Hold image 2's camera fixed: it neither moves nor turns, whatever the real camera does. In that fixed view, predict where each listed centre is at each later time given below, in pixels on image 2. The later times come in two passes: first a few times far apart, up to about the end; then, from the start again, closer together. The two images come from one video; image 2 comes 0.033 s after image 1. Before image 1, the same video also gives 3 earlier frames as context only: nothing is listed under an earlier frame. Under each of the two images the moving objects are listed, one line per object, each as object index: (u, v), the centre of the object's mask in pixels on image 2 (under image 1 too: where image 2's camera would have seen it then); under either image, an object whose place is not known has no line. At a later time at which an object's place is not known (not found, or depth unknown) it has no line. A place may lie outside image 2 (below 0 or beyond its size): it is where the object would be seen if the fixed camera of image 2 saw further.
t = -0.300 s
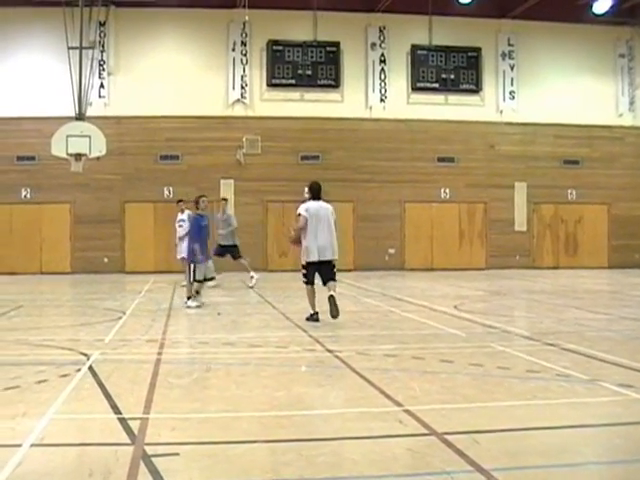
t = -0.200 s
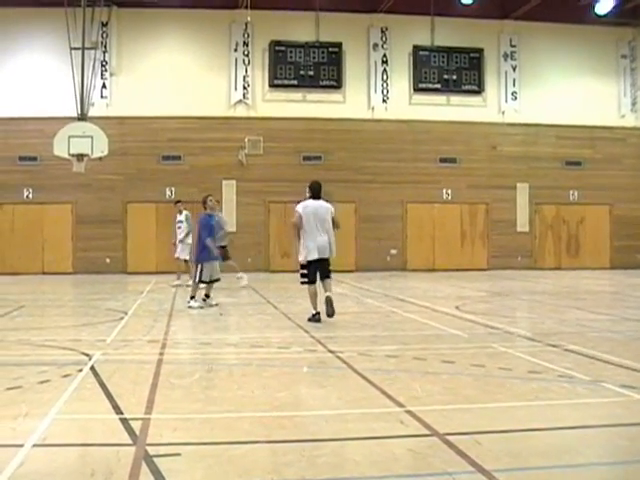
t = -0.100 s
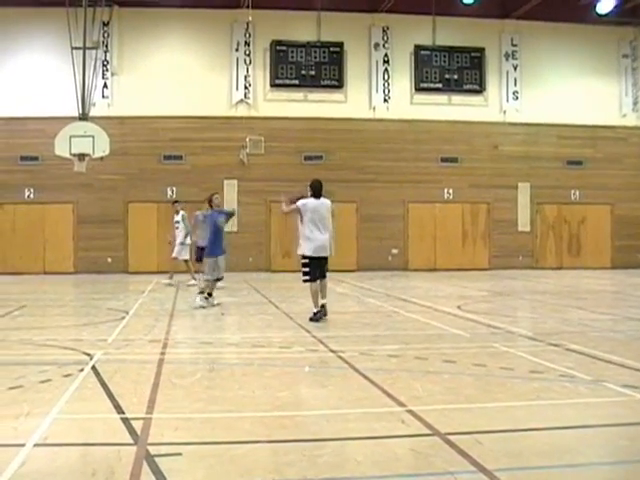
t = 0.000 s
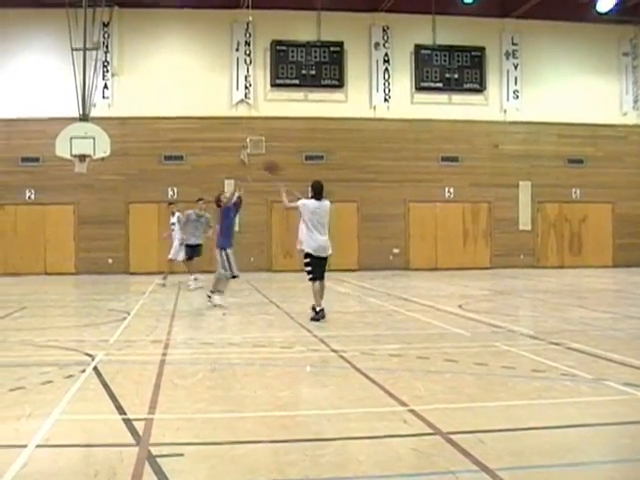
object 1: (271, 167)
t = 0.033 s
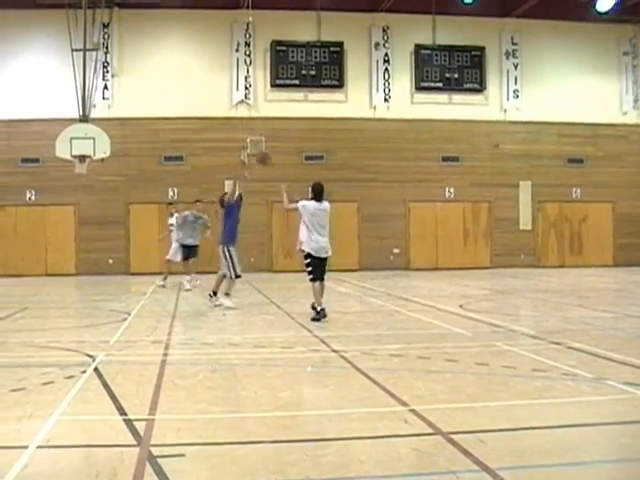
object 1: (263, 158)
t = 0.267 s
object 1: (210, 120)
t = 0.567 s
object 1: (158, 125)
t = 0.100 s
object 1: (246, 143)
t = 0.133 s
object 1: (238, 137)
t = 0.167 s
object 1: (231, 131)
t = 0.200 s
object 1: (224, 127)
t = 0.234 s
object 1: (216, 123)
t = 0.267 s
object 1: (210, 120)
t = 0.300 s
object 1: (203, 118)
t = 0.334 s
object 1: (197, 116)
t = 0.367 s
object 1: (191, 116)
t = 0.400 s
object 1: (185, 115)
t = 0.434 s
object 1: (179, 116)
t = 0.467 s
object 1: (174, 117)
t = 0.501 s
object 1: (169, 119)
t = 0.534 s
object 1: (163, 121)
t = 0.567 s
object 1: (158, 125)
